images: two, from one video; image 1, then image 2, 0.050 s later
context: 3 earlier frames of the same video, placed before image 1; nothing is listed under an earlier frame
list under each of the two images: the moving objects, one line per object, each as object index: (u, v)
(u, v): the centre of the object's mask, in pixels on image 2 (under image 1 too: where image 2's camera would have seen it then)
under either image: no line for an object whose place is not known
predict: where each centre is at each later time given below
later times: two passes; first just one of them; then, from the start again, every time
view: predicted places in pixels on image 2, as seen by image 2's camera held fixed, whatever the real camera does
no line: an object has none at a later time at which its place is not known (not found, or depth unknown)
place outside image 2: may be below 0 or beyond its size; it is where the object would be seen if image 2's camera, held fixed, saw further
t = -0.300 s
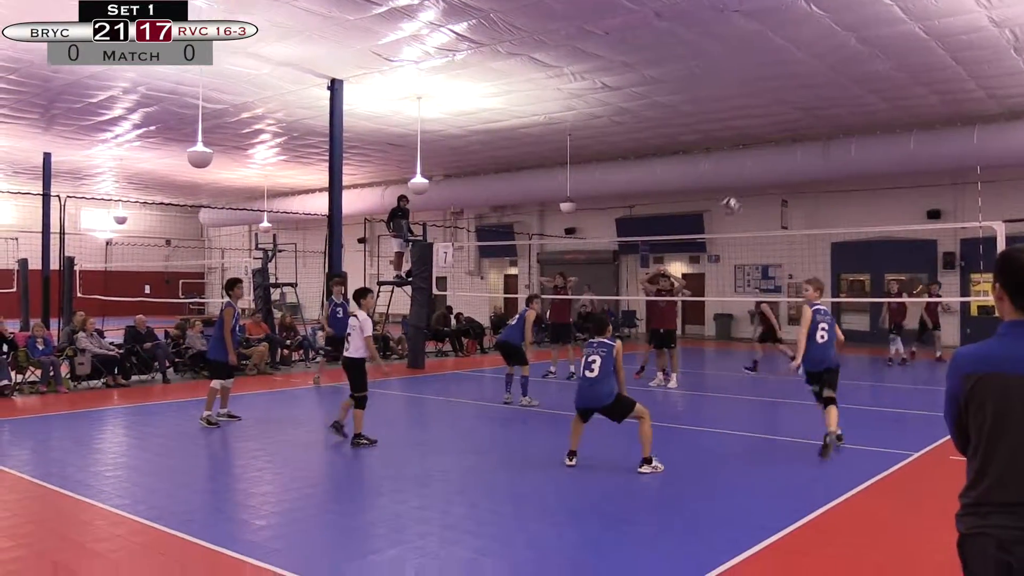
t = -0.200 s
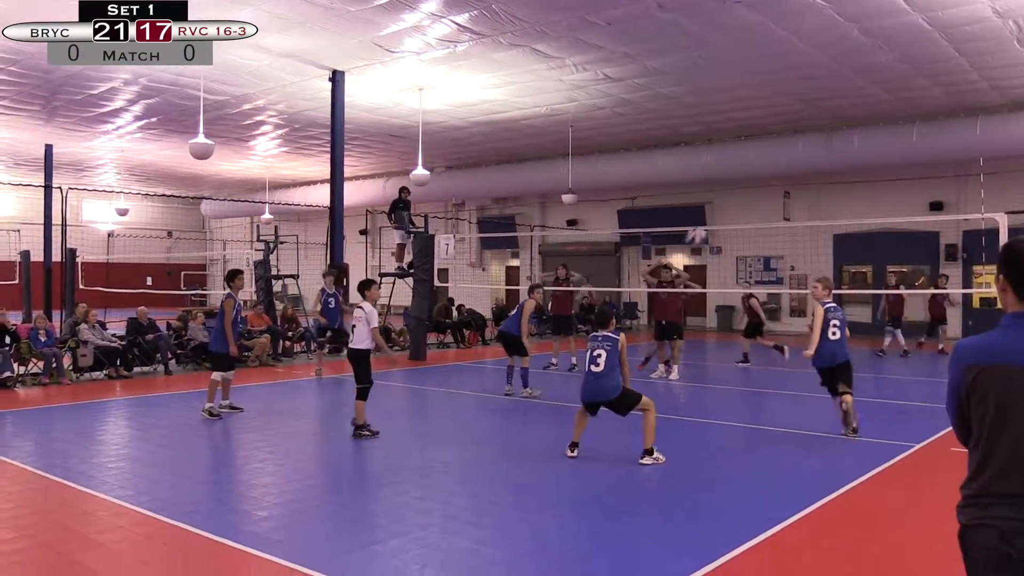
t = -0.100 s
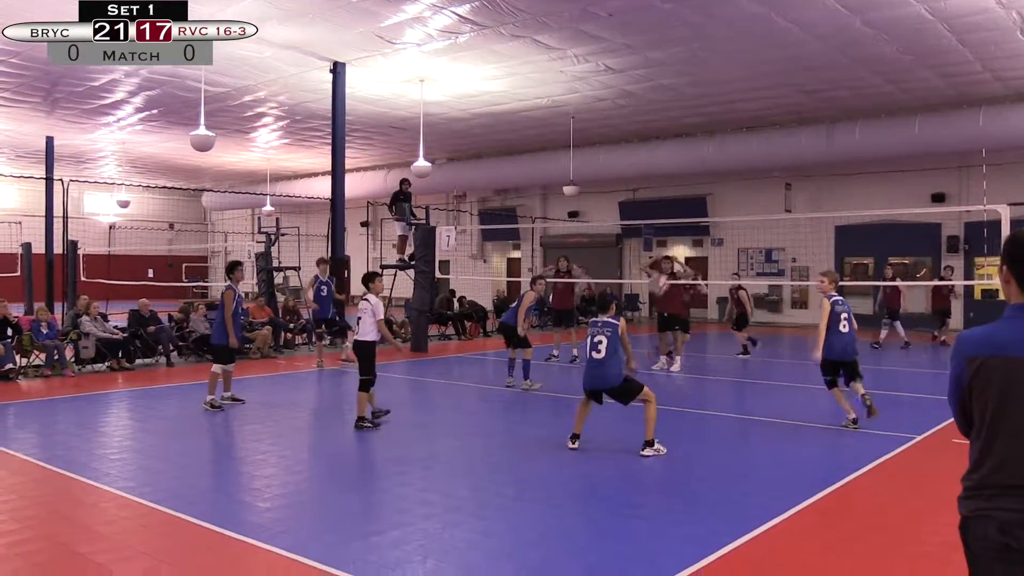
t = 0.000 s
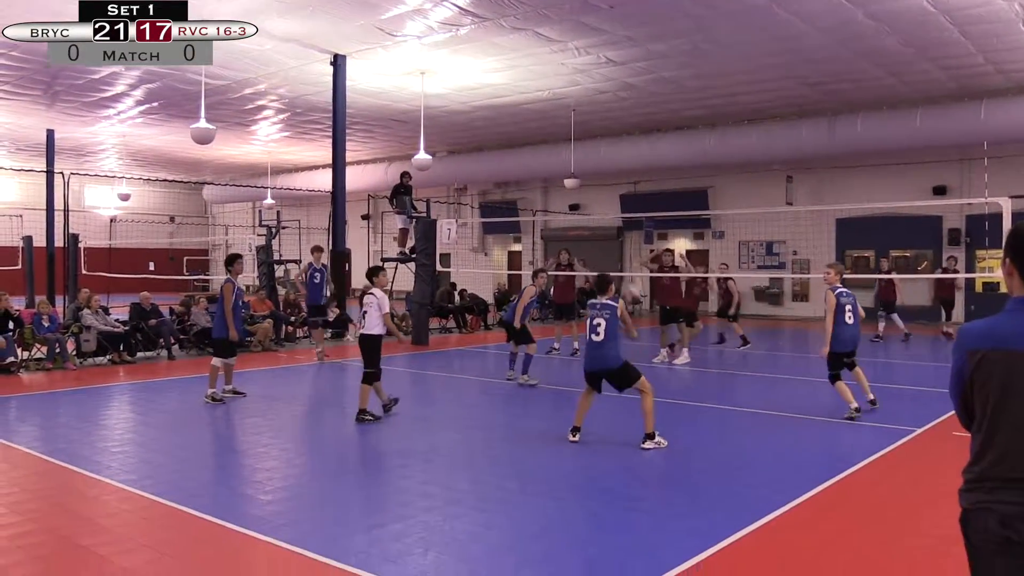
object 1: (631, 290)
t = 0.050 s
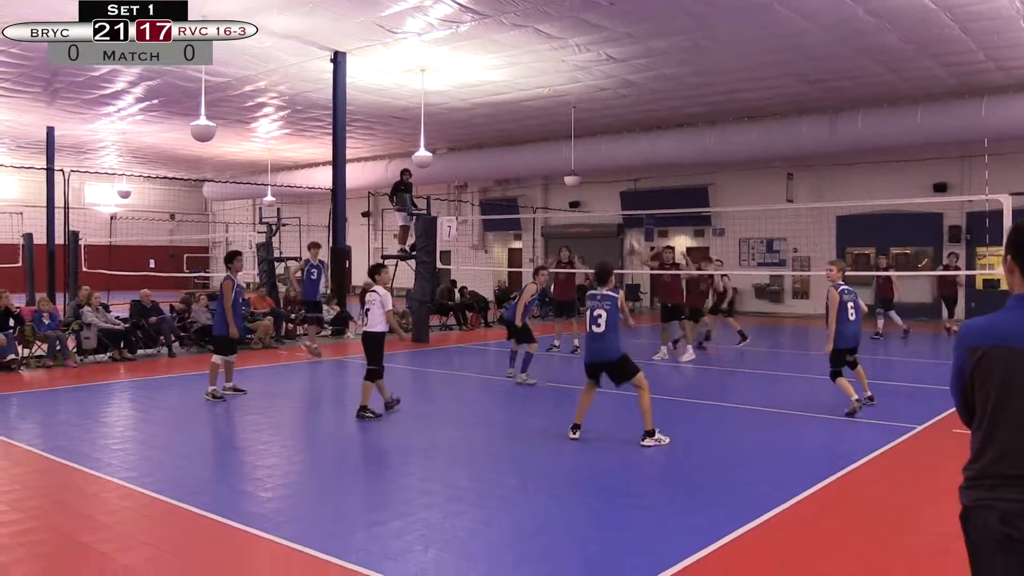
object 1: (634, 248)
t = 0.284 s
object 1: (641, 94)
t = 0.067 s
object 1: (637, 230)
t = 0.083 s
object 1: (635, 220)
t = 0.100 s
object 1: (636, 206)
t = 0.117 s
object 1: (636, 195)
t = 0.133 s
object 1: (637, 185)
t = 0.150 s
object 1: (638, 171)
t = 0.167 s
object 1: (639, 160)
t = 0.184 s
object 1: (638, 149)
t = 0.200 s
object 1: (638, 140)
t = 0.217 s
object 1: (639, 131)
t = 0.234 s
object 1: (640, 119)
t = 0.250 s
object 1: (641, 110)
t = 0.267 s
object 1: (642, 102)
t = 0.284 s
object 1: (641, 94)
